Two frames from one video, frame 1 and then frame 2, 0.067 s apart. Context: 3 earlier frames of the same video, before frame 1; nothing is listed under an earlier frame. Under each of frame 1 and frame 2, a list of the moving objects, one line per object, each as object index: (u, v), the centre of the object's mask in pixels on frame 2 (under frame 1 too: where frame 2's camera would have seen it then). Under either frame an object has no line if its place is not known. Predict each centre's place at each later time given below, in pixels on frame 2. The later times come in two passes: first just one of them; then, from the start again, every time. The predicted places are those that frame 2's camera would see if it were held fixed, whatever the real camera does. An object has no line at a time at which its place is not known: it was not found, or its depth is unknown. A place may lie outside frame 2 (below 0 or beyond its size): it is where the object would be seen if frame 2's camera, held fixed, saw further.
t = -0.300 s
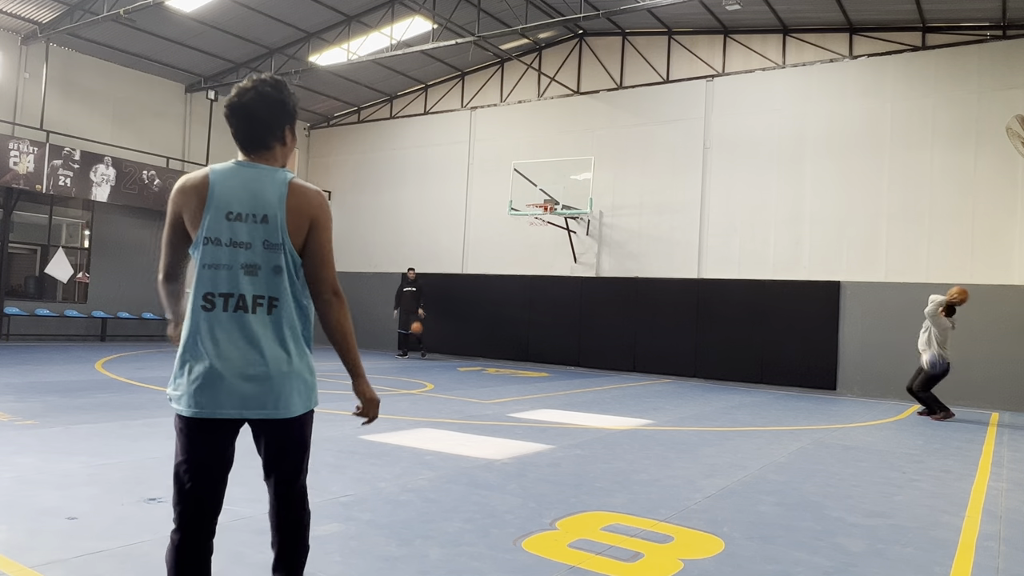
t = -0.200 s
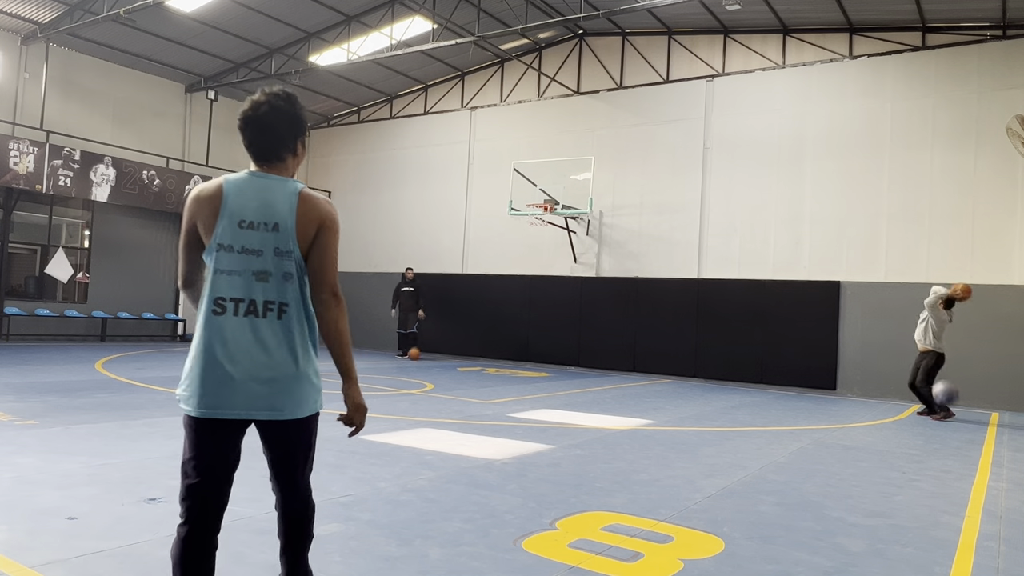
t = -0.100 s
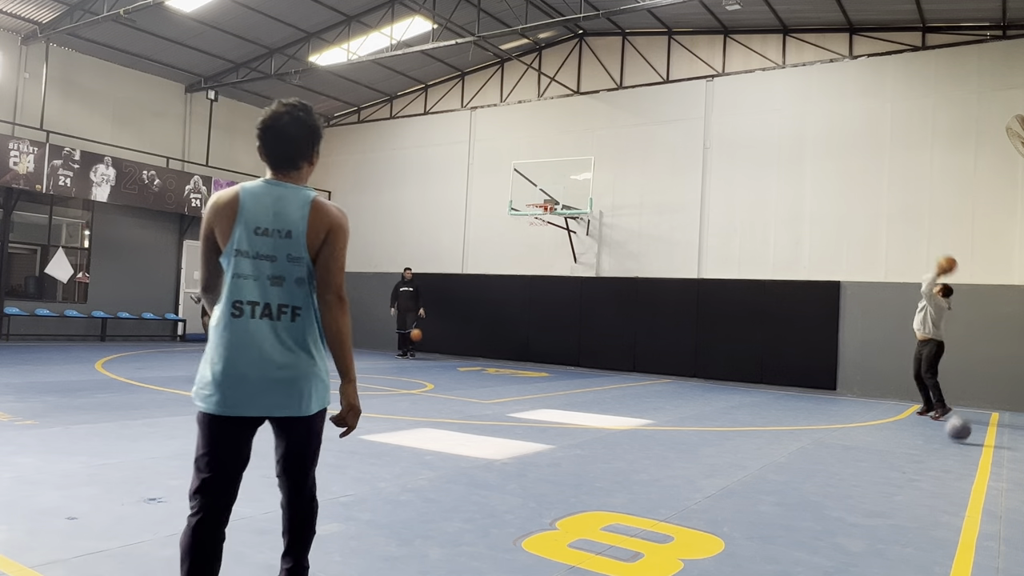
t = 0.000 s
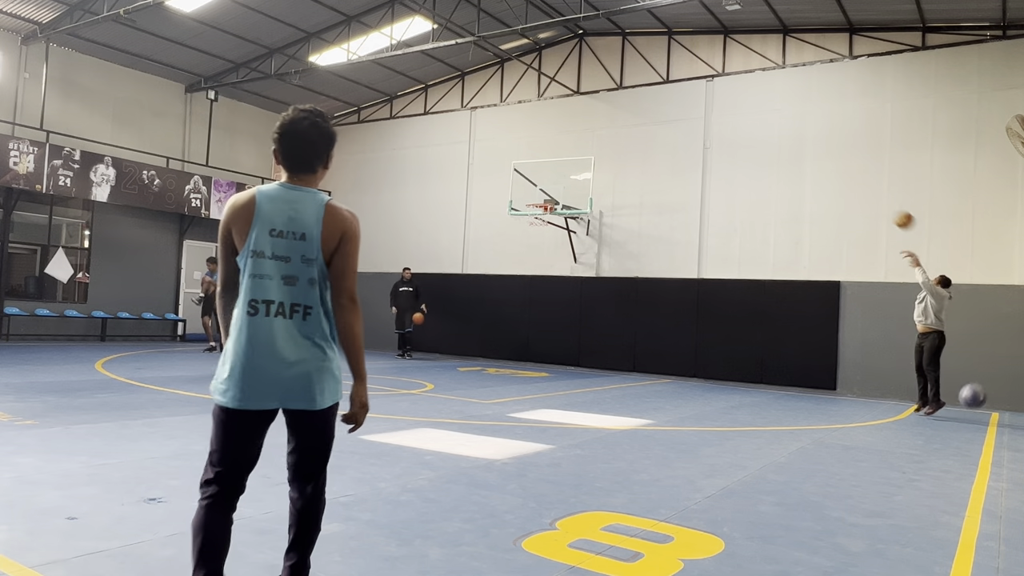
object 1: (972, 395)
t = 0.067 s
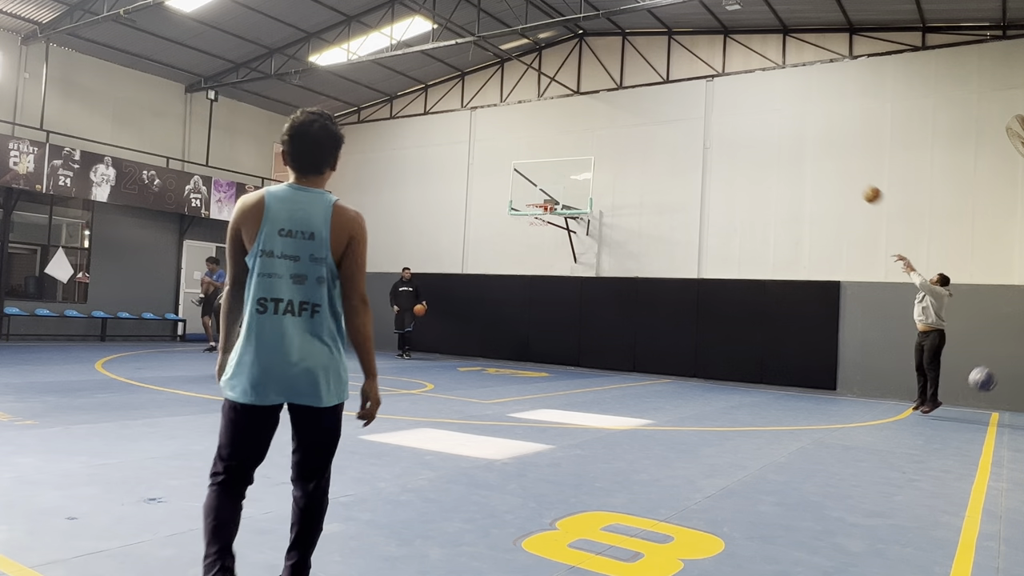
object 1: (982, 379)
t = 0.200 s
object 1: (1003, 358)
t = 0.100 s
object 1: (987, 372)
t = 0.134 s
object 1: (992, 366)
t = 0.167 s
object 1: (998, 361)
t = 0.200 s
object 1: (1003, 358)
